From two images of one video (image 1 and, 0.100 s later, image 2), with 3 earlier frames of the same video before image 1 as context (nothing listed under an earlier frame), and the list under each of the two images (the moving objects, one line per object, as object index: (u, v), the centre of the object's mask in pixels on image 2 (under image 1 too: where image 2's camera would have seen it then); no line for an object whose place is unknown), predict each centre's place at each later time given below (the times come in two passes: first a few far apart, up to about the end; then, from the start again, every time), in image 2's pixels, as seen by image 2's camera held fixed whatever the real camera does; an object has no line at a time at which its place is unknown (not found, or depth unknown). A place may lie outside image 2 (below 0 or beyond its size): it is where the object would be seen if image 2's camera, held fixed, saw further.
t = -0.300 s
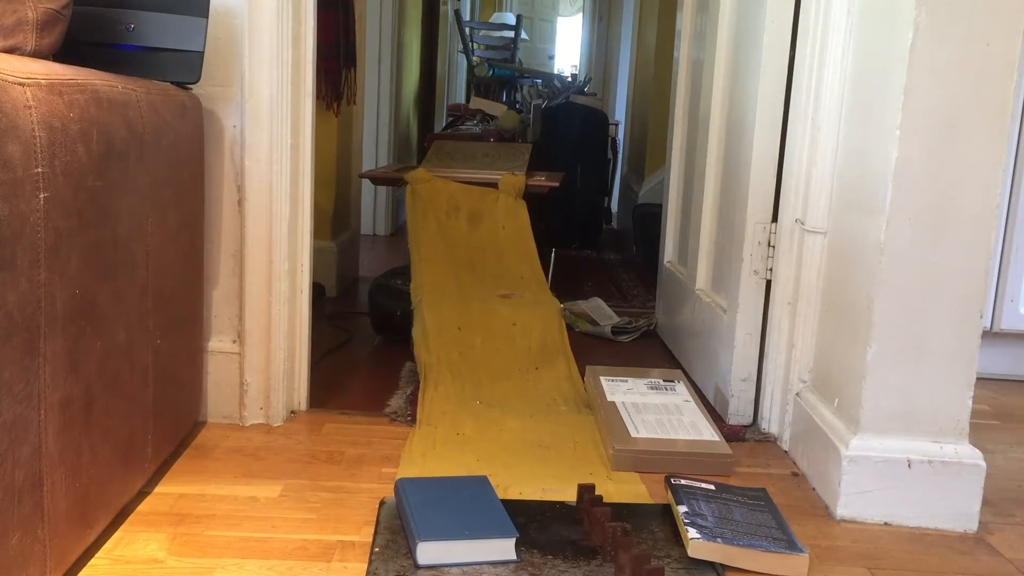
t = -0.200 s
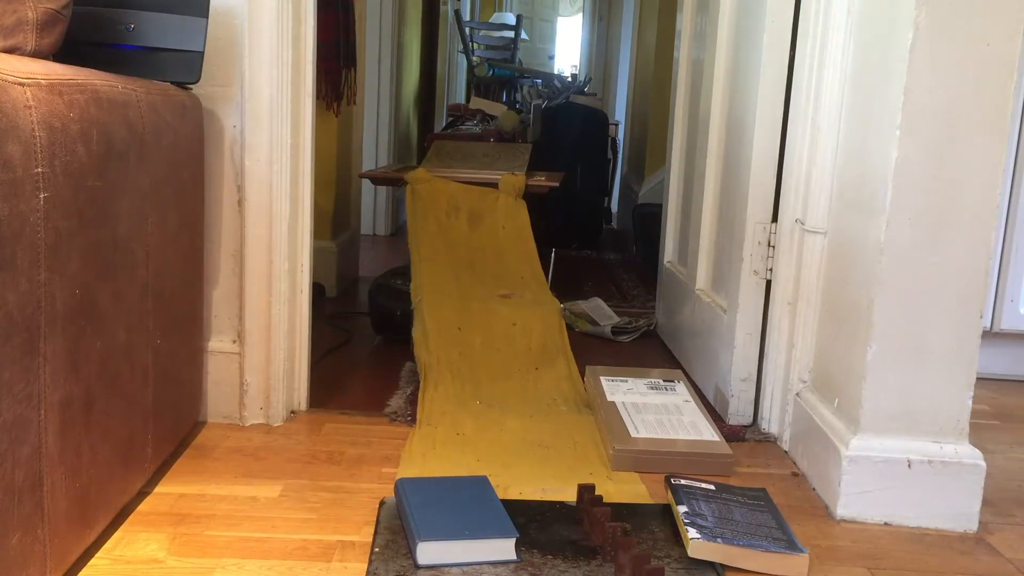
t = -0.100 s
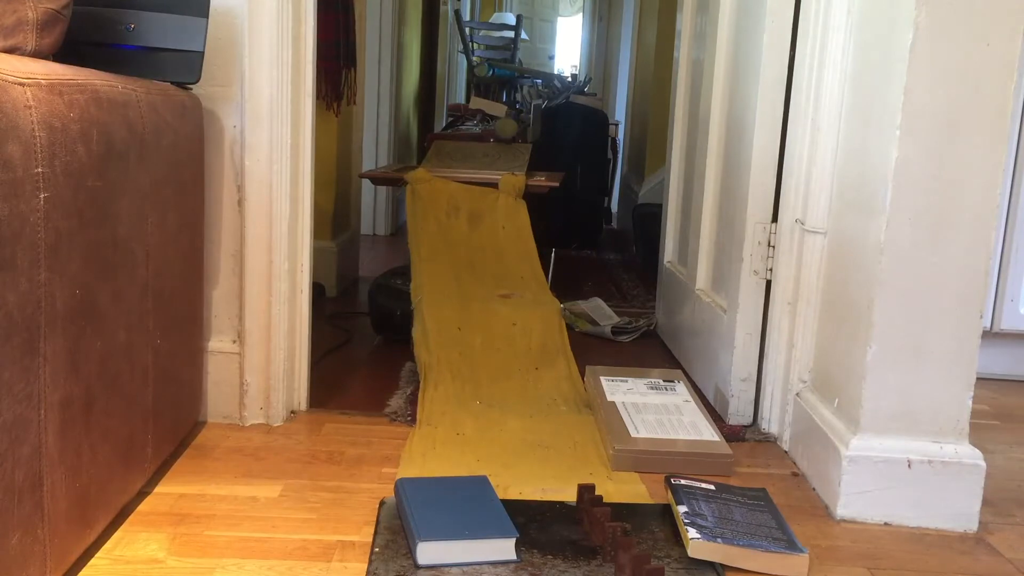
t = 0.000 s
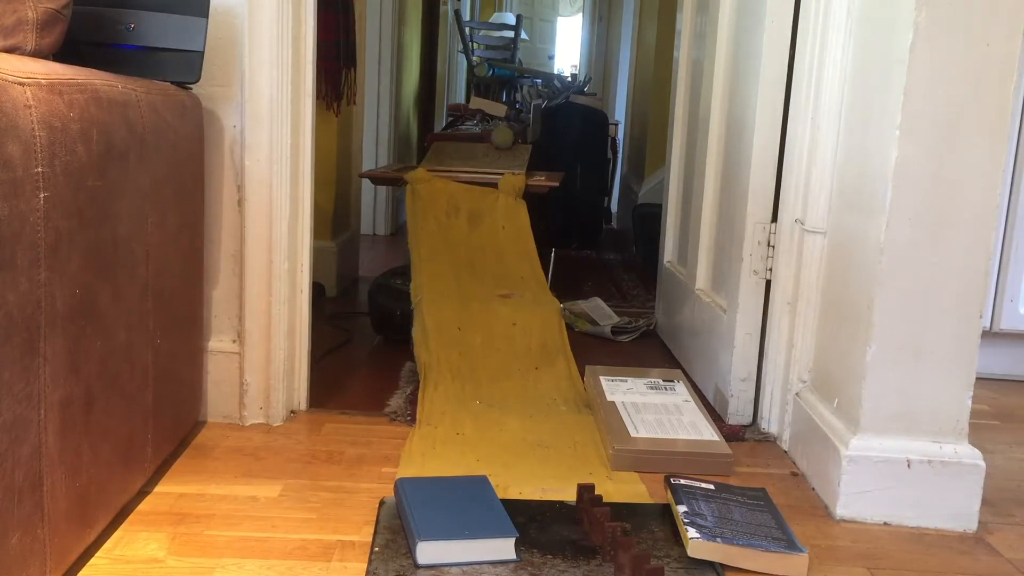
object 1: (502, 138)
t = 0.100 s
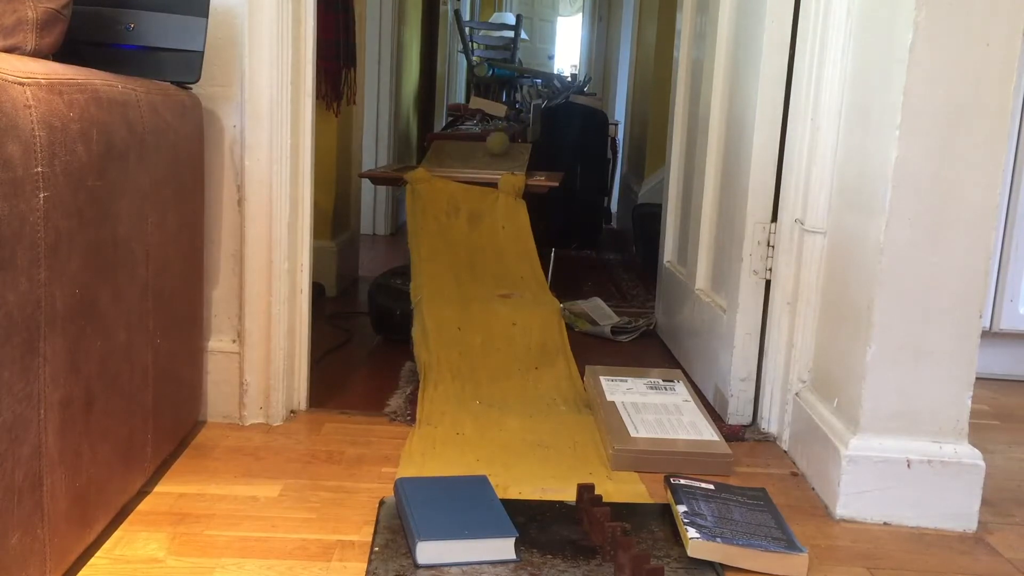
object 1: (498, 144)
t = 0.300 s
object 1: (487, 160)
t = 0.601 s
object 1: (462, 219)
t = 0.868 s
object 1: (482, 303)
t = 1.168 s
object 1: (486, 374)
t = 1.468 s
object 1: (546, 399)
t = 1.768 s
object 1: (582, 439)
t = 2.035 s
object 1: (576, 466)
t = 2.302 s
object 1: (568, 487)
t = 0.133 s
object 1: (496, 146)
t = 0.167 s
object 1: (494, 148)
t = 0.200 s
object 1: (492, 150)
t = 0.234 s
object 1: (490, 153)
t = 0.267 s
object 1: (489, 156)
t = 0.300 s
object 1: (487, 160)
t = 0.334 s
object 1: (484, 163)
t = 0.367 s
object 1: (482, 163)
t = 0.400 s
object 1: (480, 166)
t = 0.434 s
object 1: (478, 166)
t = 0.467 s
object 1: (475, 170)
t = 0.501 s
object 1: (472, 176)
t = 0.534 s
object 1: (469, 188)
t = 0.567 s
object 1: (465, 203)
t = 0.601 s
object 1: (462, 219)
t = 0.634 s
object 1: (460, 238)
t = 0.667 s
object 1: (457, 254)
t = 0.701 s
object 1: (459, 269)
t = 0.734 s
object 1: (463, 280)
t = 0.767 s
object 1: (469, 292)
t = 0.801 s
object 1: (478, 301)
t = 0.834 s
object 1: (484, 305)
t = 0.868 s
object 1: (482, 303)
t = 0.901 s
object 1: (480, 302)
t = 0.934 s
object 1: (478, 306)
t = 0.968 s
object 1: (475, 313)
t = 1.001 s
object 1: (473, 323)
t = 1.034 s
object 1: (471, 333)
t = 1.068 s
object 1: (472, 345)
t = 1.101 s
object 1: (474, 355)
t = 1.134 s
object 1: (480, 366)
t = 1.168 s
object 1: (486, 374)
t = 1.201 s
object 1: (493, 377)
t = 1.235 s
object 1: (499, 383)
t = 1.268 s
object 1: (507, 387)
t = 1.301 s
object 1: (513, 391)
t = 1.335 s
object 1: (519, 395)
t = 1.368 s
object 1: (526, 397)
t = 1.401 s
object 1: (532, 396)
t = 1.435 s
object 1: (540, 395)
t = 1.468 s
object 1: (546, 399)
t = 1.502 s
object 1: (552, 403)
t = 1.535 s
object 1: (558, 408)
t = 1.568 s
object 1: (564, 411)
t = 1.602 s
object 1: (570, 419)
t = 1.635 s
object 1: (575, 423)
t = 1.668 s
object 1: (583, 429)
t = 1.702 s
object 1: (585, 432)
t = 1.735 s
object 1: (584, 435)
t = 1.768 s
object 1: (582, 439)
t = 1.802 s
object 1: (581, 443)
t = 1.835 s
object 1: (581, 446)
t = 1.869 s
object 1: (581, 450)
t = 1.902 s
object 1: (579, 453)
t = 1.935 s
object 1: (578, 457)
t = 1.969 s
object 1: (578, 460)
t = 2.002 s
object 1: (577, 463)
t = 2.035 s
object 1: (576, 466)
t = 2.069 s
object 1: (575, 469)
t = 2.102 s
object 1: (573, 473)
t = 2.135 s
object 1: (572, 476)
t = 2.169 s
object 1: (571, 477)
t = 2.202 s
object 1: (570, 478)
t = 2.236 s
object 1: (569, 480)
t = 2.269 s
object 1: (568, 483)
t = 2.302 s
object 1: (568, 487)
